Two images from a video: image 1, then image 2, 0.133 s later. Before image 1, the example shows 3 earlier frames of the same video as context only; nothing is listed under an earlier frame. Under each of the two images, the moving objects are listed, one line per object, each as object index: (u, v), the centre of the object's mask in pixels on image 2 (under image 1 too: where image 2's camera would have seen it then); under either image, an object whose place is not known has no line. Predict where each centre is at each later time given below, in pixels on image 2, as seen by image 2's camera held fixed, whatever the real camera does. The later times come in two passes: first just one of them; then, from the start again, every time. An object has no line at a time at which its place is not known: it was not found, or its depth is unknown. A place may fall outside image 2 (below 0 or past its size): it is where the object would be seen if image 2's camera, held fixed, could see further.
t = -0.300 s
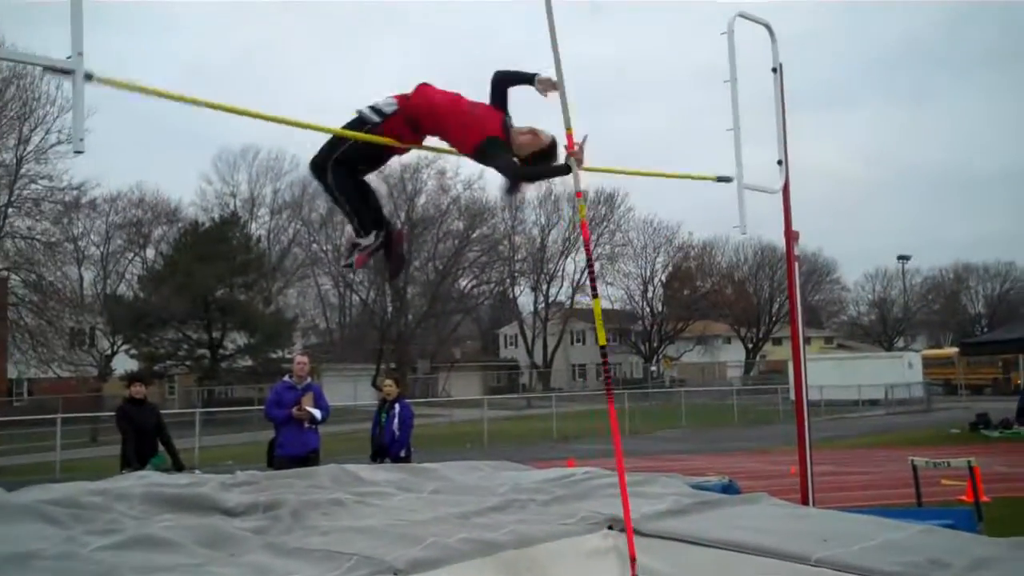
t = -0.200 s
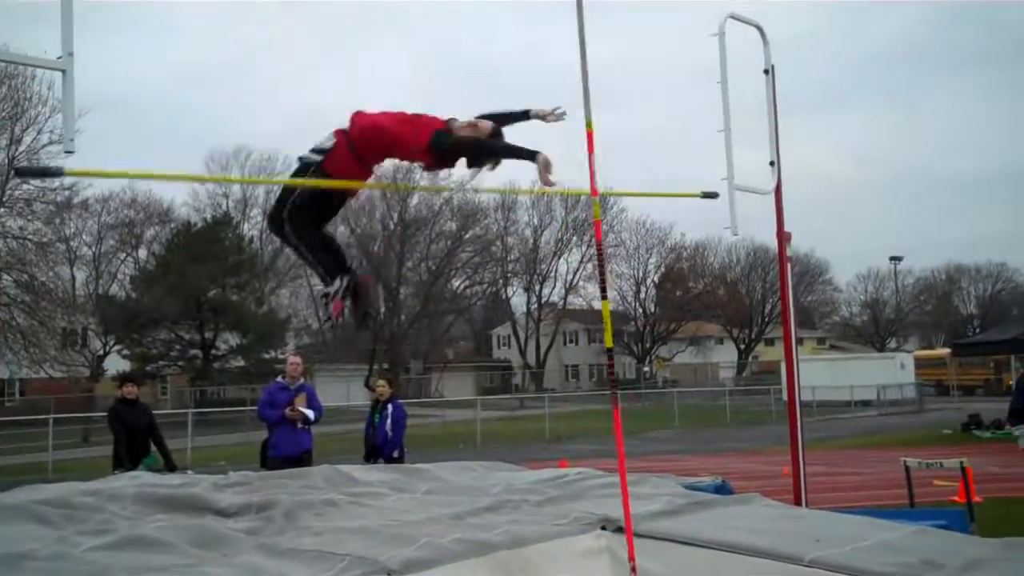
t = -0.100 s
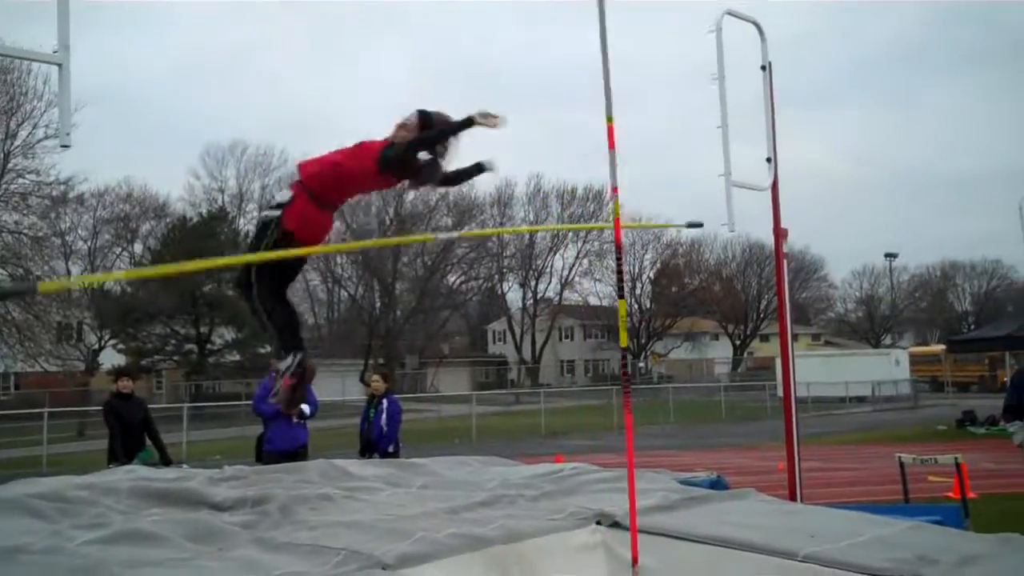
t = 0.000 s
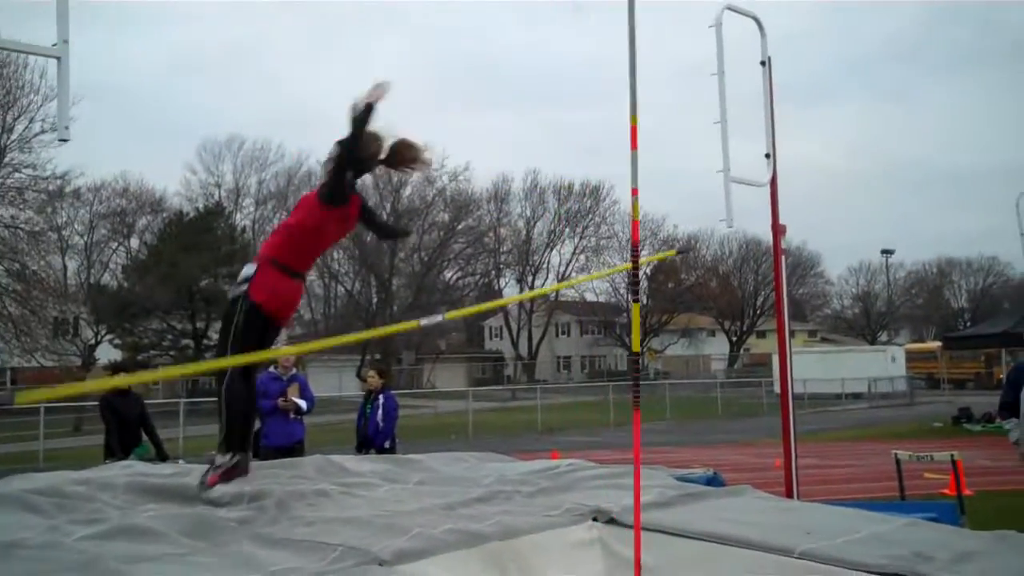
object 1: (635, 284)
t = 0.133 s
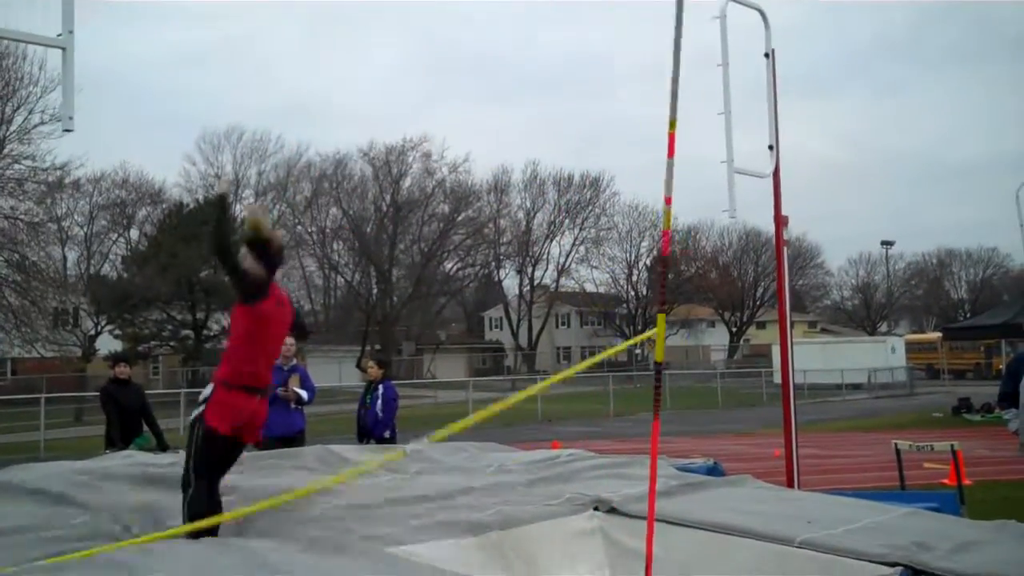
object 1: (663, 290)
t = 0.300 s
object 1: (711, 294)
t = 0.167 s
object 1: (671, 292)
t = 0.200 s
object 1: (679, 292)
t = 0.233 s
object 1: (688, 295)
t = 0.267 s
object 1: (699, 295)
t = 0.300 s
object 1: (711, 294)
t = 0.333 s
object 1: (725, 296)
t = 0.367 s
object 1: (741, 296)
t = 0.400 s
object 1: (757, 314)
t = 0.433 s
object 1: (774, 333)
